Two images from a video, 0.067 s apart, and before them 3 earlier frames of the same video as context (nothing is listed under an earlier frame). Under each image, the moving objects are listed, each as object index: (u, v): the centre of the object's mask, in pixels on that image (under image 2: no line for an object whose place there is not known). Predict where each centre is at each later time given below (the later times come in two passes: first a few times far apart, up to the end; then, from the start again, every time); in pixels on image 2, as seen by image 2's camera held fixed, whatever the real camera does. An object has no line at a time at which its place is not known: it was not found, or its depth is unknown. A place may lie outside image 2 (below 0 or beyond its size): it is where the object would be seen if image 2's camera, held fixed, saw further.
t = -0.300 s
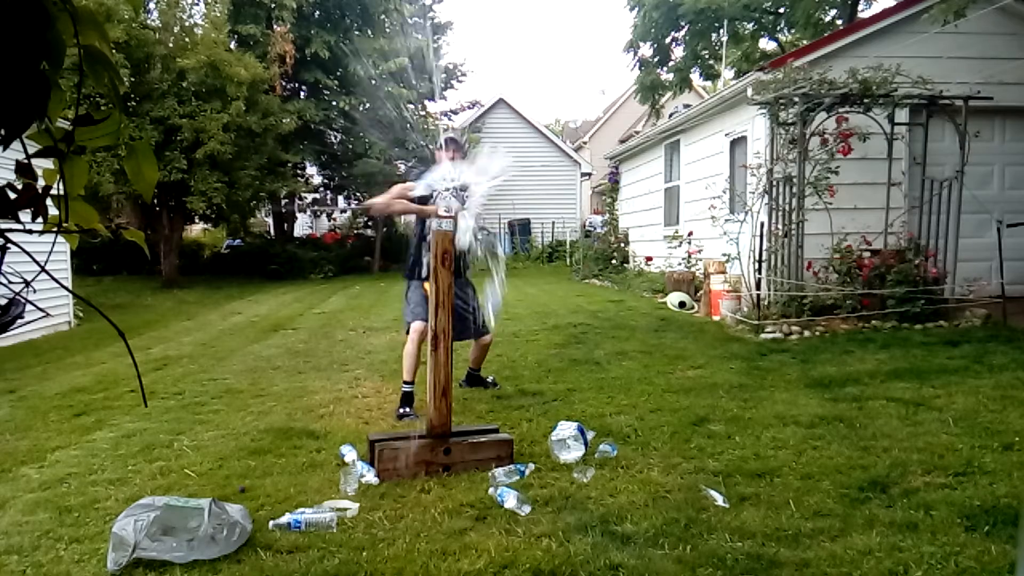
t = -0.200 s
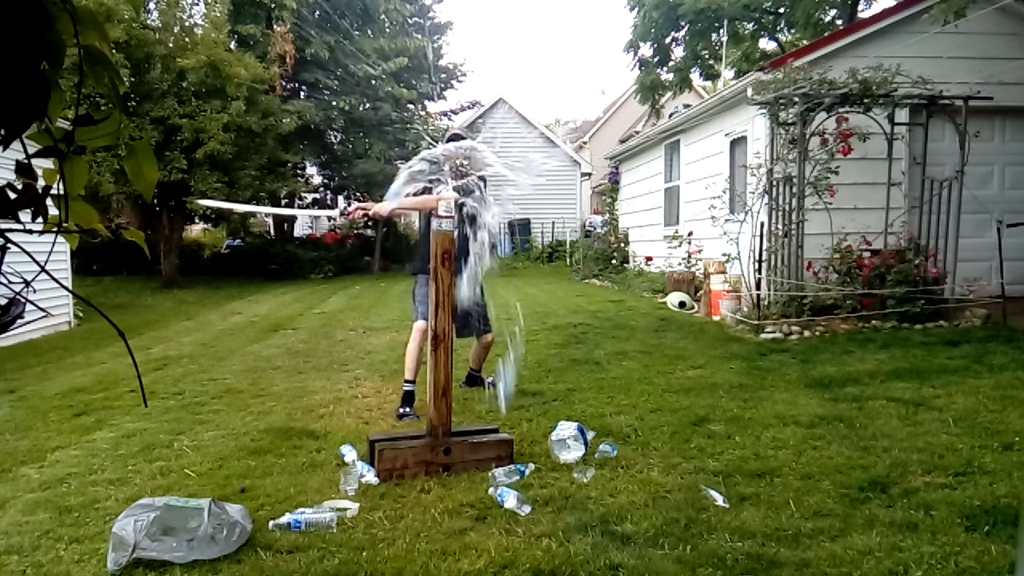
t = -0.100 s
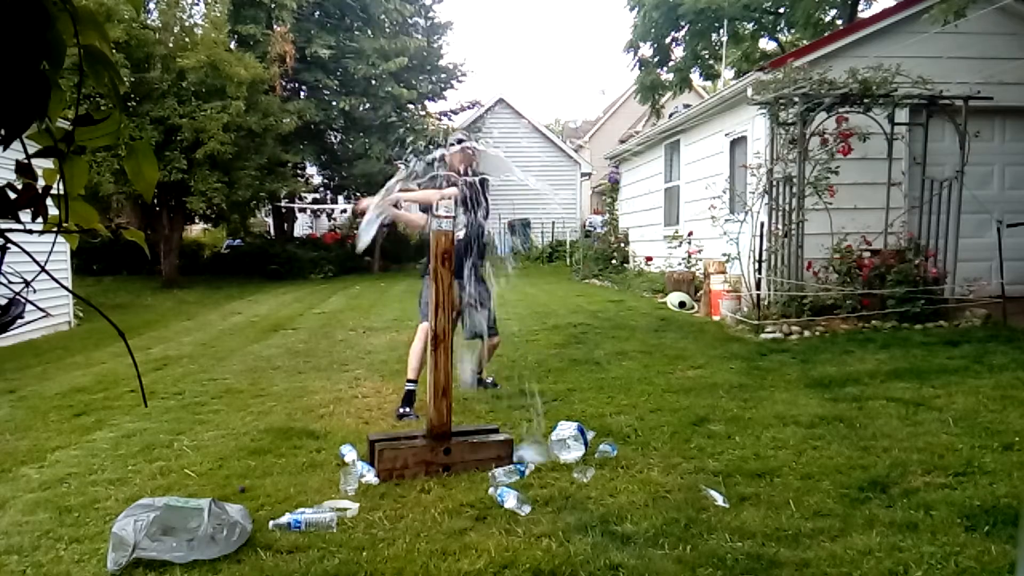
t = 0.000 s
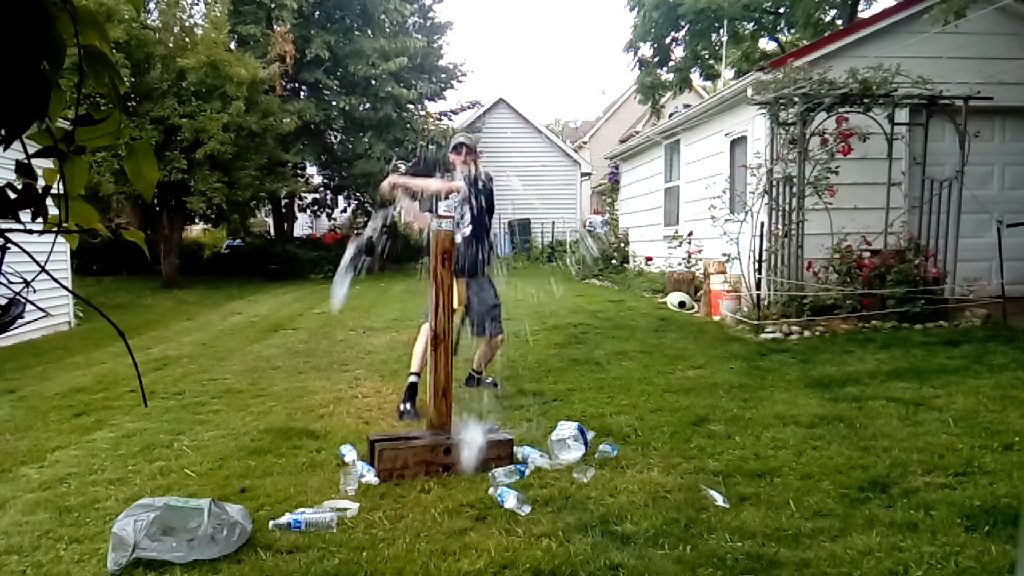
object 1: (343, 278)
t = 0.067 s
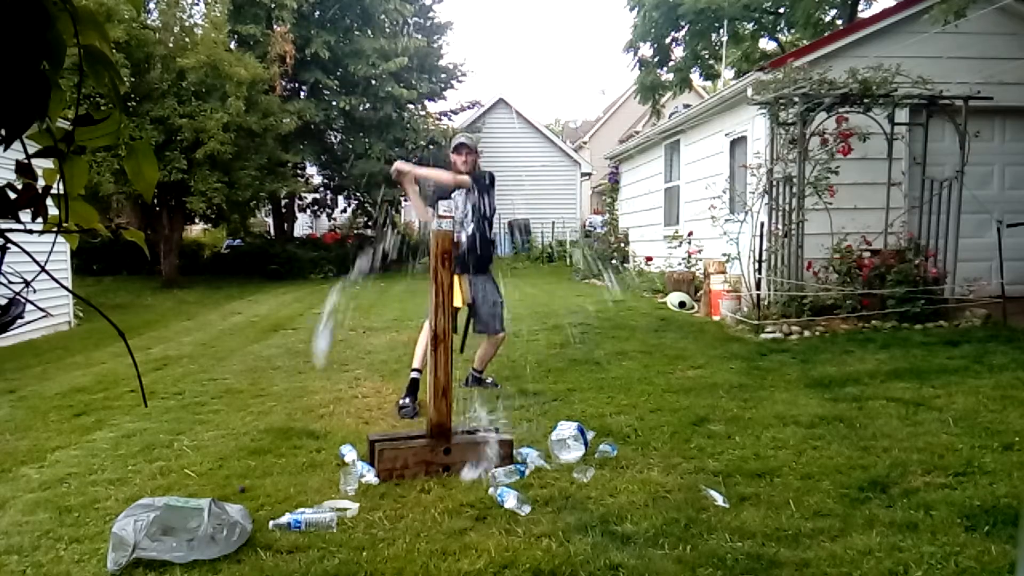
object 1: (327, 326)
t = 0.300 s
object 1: (268, 461)
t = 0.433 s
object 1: (268, 460)
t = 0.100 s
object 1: (316, 358)
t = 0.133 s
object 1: (307, 391)
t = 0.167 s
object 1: (298, 425)
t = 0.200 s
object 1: (286, 445)
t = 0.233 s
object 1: (272, 461)
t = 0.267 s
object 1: (261, 464)
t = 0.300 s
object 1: (268, 461)
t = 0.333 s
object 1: (269, 460)
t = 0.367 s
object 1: (269, 459)
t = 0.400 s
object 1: (269, 460)
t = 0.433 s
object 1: (268, 460)
